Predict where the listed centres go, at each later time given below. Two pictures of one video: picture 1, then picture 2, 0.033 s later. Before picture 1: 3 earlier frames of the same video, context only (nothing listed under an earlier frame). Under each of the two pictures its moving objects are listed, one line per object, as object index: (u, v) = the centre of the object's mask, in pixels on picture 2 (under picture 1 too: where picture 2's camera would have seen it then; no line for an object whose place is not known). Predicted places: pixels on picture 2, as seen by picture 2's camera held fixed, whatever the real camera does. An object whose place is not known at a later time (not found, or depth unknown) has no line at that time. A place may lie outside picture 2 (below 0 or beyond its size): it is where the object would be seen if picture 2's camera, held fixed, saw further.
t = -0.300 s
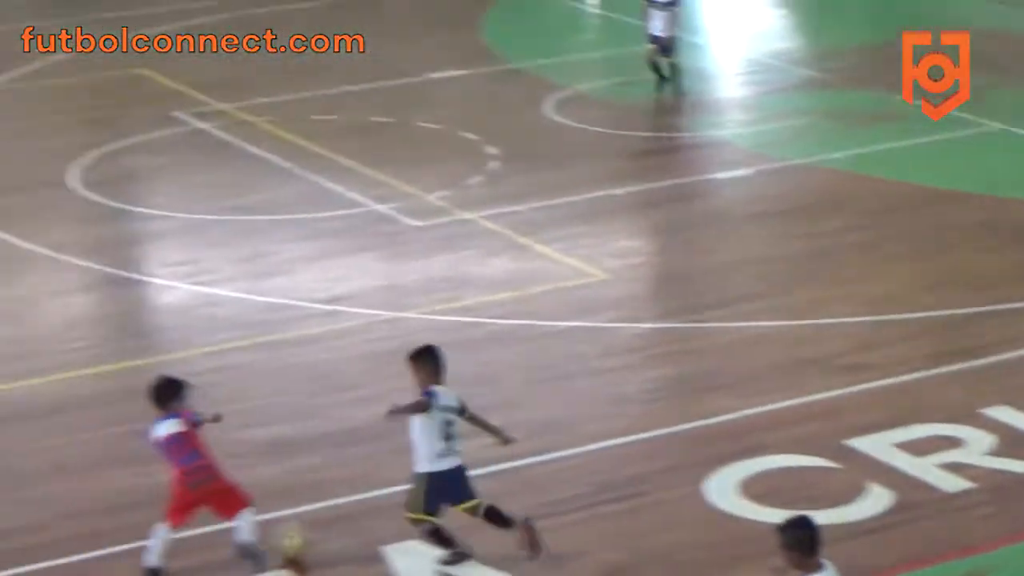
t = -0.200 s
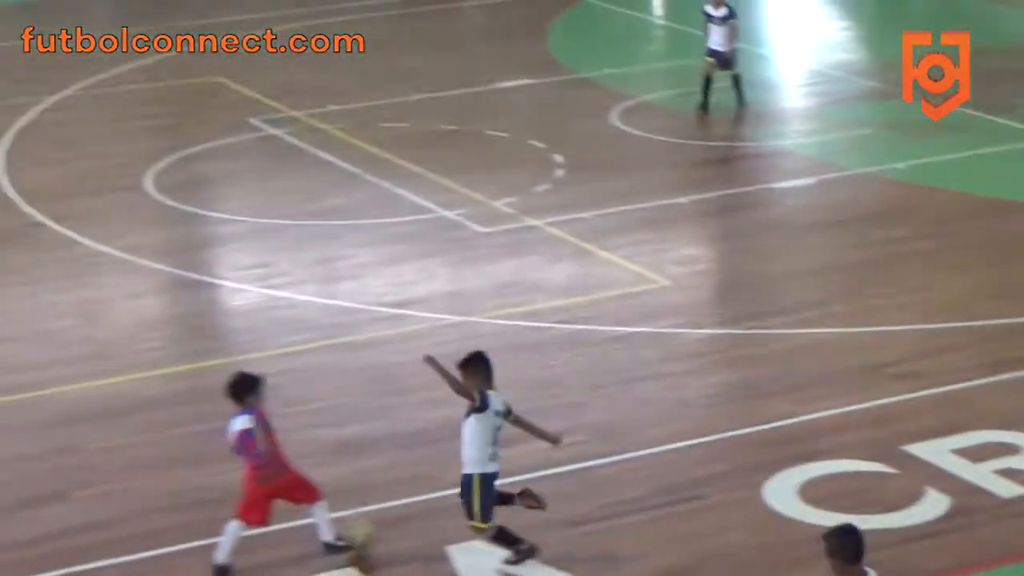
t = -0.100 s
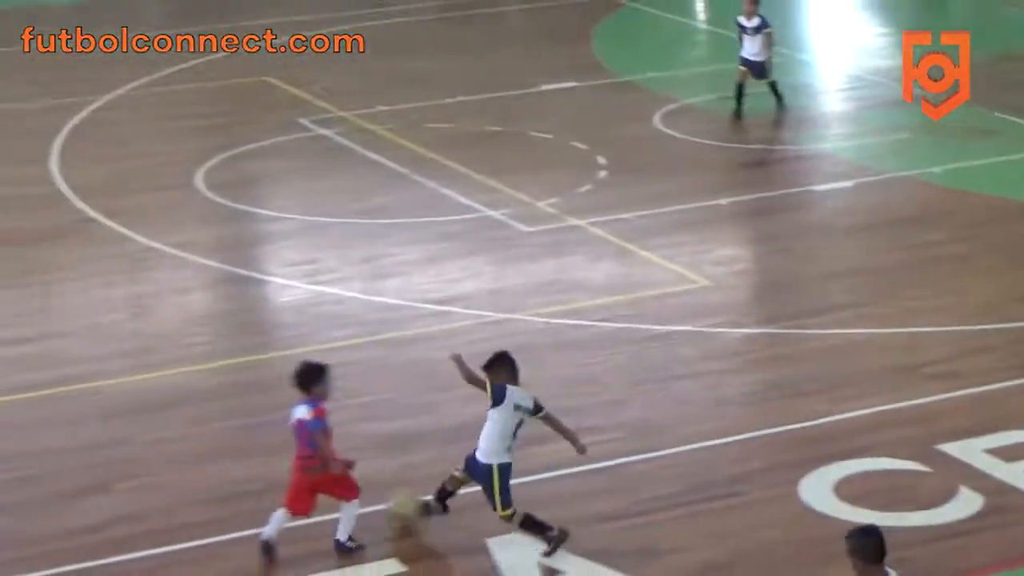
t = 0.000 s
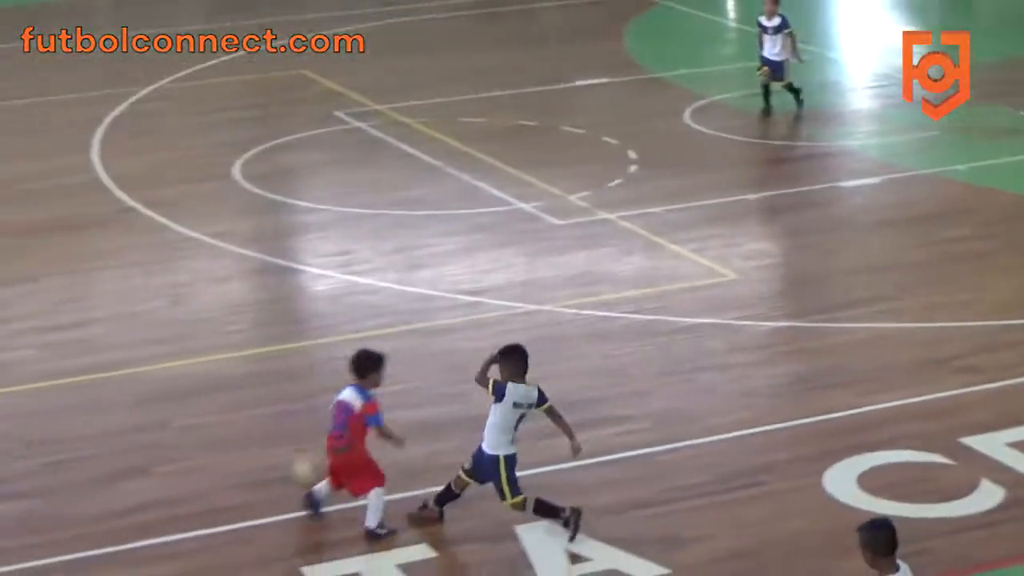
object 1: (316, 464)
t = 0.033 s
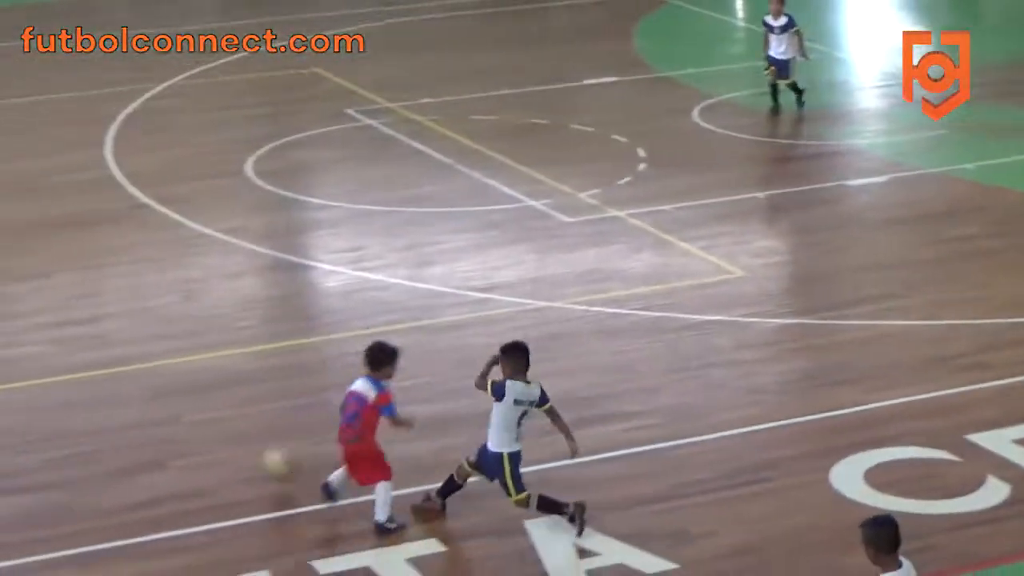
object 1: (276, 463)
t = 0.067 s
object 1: (237, 461)
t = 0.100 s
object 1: (199, 462)
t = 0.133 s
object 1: (162, 455)
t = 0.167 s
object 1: (127, 455)
